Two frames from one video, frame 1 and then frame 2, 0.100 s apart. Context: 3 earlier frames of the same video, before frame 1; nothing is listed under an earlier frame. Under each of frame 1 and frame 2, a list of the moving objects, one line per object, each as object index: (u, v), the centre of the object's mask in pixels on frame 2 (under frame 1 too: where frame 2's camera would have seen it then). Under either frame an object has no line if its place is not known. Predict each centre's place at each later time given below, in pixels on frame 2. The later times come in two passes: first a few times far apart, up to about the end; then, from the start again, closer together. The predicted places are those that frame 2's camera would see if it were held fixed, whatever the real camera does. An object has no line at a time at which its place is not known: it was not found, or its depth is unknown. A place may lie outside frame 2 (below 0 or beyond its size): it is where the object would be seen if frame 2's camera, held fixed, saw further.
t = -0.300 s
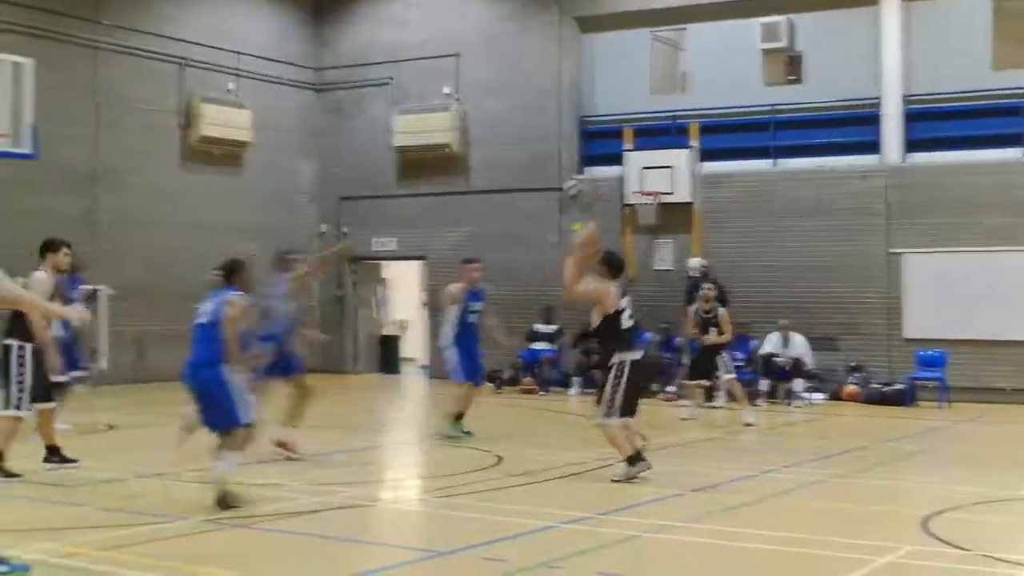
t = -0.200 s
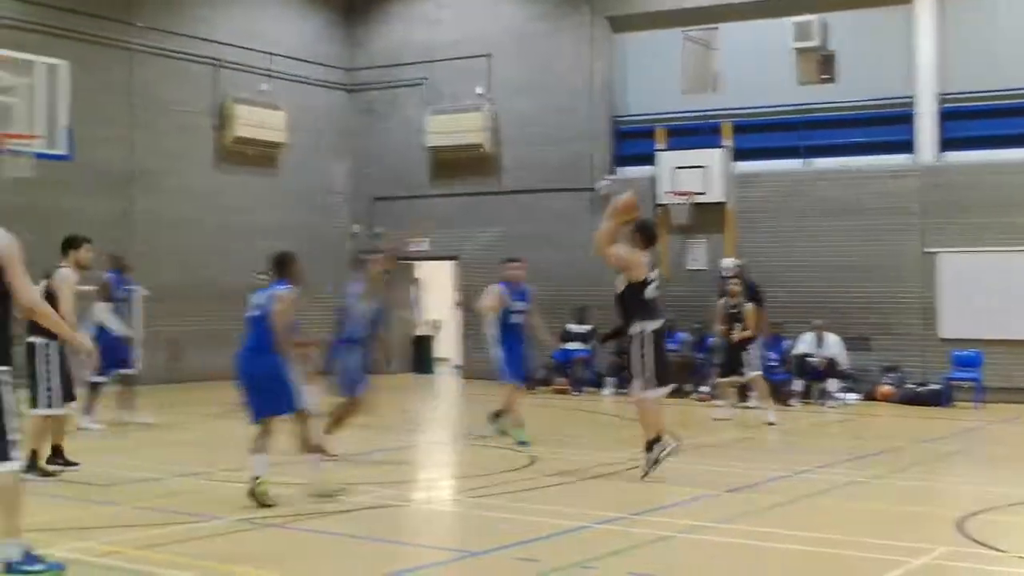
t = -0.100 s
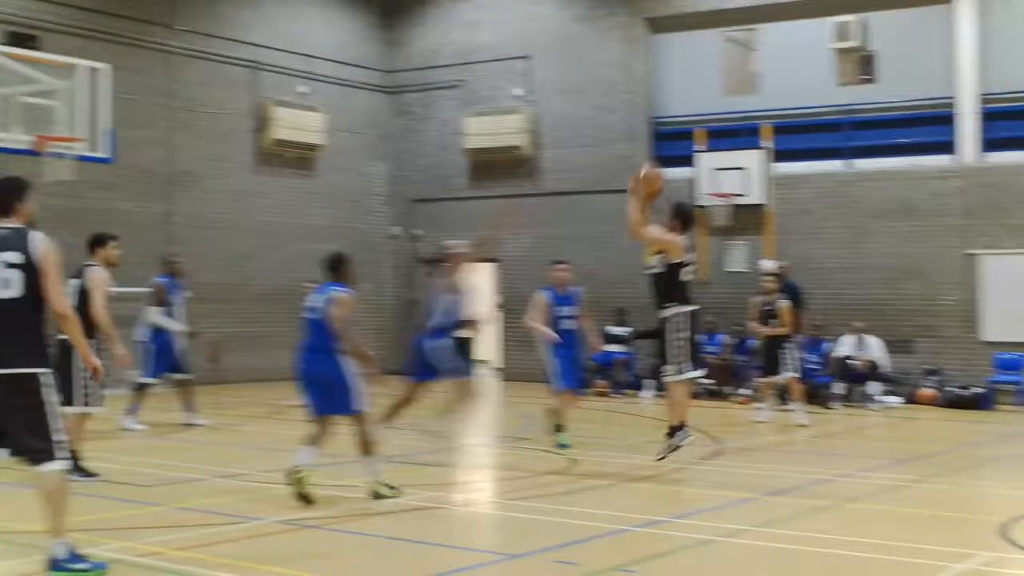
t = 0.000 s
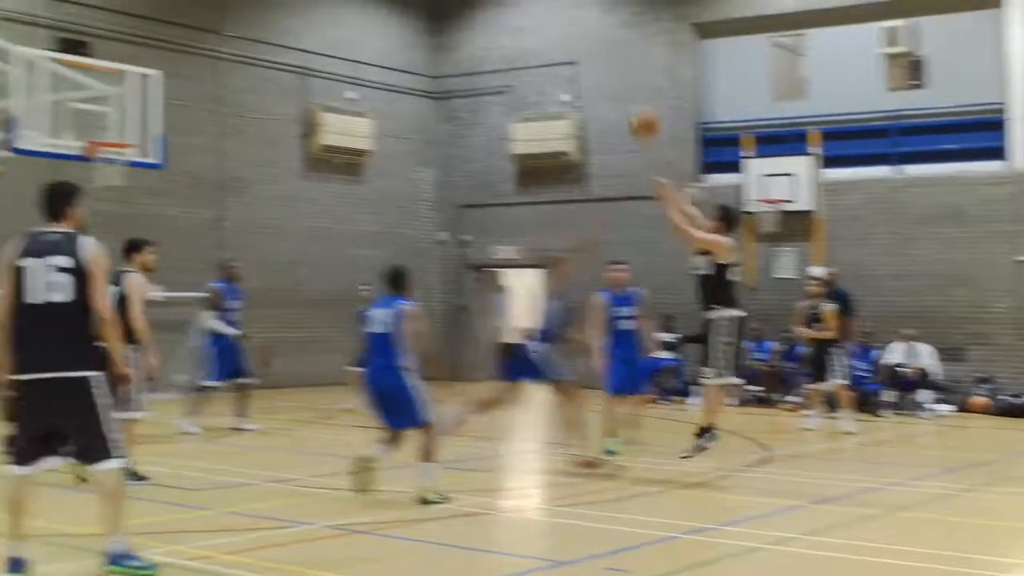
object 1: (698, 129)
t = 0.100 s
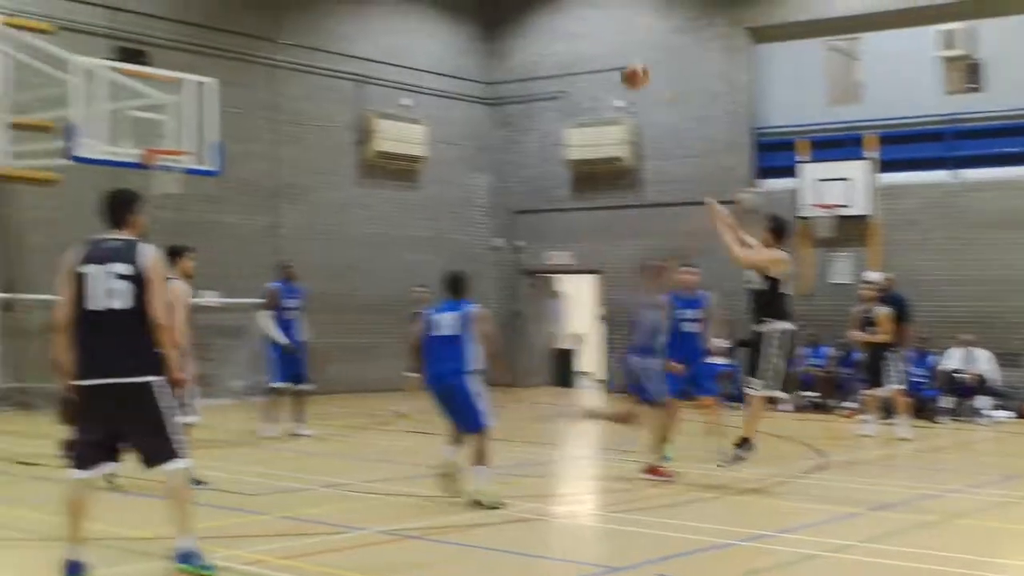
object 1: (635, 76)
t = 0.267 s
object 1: (540, 11)
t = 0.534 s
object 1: (413, -11)
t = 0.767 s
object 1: (312, 15)
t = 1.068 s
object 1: (193, 136)
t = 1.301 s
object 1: (185, 125)
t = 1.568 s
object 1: (173, 144)
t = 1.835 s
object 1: (157, 165)
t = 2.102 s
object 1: (160, 217)
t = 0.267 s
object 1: (540, 11)
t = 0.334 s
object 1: (507, 3)
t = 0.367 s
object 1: (491, 0)
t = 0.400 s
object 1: (477, -3)
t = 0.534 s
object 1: (413, -11)
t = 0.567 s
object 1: (401, -10)
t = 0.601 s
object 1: (384, -9)
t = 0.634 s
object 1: (370, -9)
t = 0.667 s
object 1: (355, -4)
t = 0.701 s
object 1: (341, 2)
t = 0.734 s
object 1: (329, 8)
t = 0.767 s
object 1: (312, 15)
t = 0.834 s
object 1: (287, 35)
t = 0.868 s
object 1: (274, 47)
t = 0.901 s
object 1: (260, 58)
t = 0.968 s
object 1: (231, 83)
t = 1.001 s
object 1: (220, 101)
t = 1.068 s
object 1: (193, 136)
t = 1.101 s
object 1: (190, 142)
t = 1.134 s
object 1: (190, 137)
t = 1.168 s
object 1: (189, 132)
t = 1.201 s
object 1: (188, 130)
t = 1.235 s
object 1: (187, 126)
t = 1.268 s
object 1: (186, 127)
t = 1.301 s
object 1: (185, 125)
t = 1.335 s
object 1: (184, 127)
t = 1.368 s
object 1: (183, 128)
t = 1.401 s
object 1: (181, 130)
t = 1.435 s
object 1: (180, 137)
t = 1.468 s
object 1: (181, 140)
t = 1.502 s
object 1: (180, 143)
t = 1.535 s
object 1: (176, 143)
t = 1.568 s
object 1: (173, 144)
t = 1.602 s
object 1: (168, 144)
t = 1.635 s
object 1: (162, 146)
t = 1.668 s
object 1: (165, 154)
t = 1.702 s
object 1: (159, 158)
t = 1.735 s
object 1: (158, 161)
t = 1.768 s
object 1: (157, 162)
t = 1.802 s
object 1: (155, 164)
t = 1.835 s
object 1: (157, 165)
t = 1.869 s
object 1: (158, 168)
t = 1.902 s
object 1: (157, 170)
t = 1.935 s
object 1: (156, 187)
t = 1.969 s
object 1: (157, 190)
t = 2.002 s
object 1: (156, 195)
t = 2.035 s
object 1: (158, 201)
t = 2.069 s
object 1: (160, 209)
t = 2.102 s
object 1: (160, 217)
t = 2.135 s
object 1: (162, 228)
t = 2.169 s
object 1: (162, 240)
